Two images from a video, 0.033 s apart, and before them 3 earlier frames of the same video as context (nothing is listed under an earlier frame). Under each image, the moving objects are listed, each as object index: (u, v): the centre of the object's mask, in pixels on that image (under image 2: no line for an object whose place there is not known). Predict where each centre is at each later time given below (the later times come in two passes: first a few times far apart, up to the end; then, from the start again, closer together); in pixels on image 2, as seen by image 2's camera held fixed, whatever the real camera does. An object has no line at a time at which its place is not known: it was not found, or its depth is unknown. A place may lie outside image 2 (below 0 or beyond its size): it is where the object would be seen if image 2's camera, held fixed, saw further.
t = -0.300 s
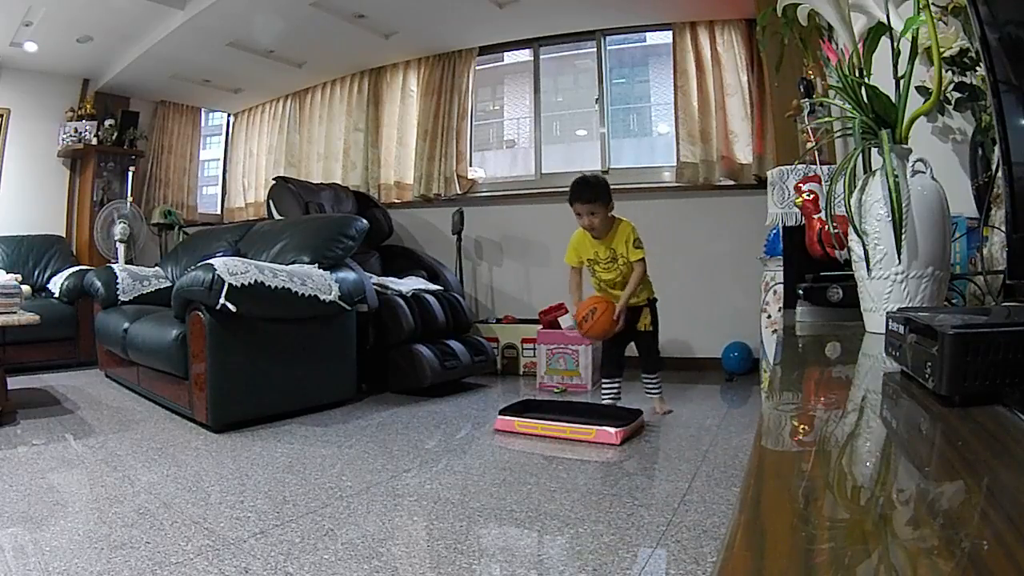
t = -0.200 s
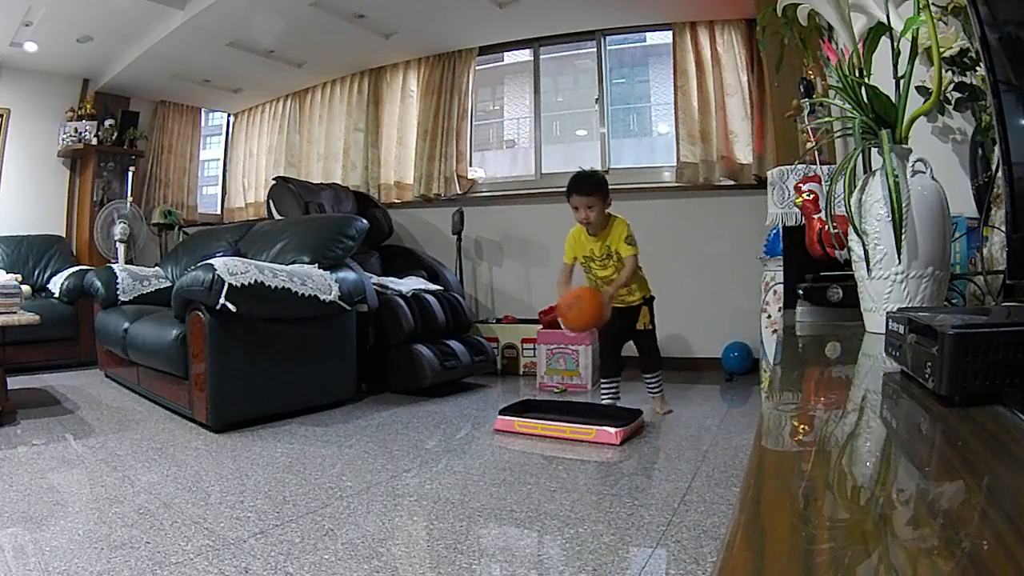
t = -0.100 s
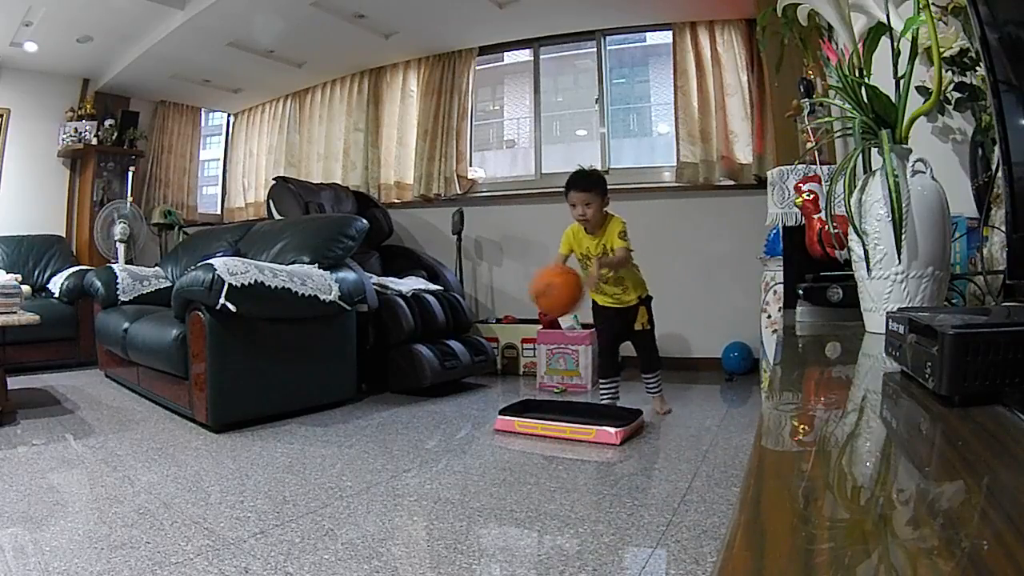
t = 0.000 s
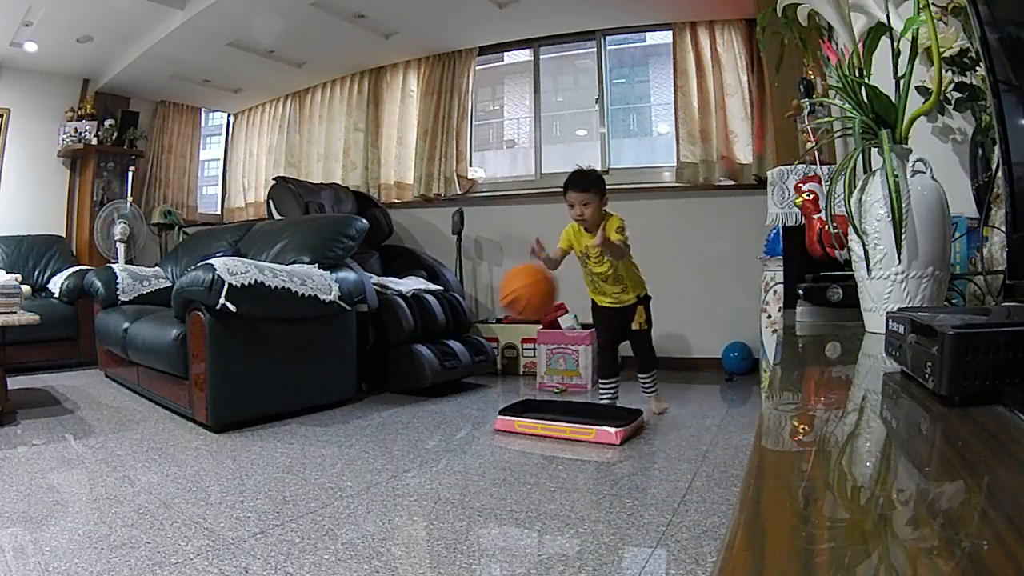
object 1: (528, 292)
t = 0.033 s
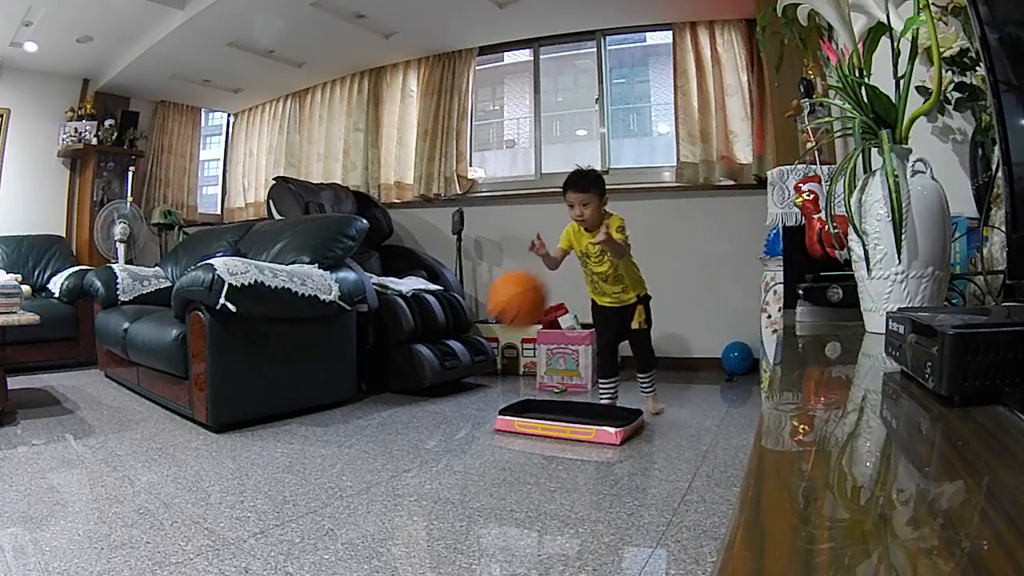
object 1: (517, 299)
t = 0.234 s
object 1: (440, 440)
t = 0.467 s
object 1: (340, 371)
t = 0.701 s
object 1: (233, 461)
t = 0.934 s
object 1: (83, 478)
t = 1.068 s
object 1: (21, 508)
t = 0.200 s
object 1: (453, 403)
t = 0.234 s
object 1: (440, 440)
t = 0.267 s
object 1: (425, 471)
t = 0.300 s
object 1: (411, 445)
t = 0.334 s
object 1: (397, 422)
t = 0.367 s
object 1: (383, 403)
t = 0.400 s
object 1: (369, 388)
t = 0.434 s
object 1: (355, 378)
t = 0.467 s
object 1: (340, 371)
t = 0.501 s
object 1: (325, 369)
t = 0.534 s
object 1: (310, 371)
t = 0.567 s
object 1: (294, 378)
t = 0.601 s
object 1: (278, 390)
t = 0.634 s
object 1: (263, 408)
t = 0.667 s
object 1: (248, 431)
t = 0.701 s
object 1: (233, 461)
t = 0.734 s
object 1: (219, 499)
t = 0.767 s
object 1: (208, 536)
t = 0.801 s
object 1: (184, 537)
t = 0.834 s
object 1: (158, 519)
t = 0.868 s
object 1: (132, 500)
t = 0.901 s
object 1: (107, 486)
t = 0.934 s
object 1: (83, 478)
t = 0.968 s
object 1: (61, 475)
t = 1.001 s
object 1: (41, 477)
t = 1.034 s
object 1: (29, 489)
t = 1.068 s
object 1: (21, 508)
